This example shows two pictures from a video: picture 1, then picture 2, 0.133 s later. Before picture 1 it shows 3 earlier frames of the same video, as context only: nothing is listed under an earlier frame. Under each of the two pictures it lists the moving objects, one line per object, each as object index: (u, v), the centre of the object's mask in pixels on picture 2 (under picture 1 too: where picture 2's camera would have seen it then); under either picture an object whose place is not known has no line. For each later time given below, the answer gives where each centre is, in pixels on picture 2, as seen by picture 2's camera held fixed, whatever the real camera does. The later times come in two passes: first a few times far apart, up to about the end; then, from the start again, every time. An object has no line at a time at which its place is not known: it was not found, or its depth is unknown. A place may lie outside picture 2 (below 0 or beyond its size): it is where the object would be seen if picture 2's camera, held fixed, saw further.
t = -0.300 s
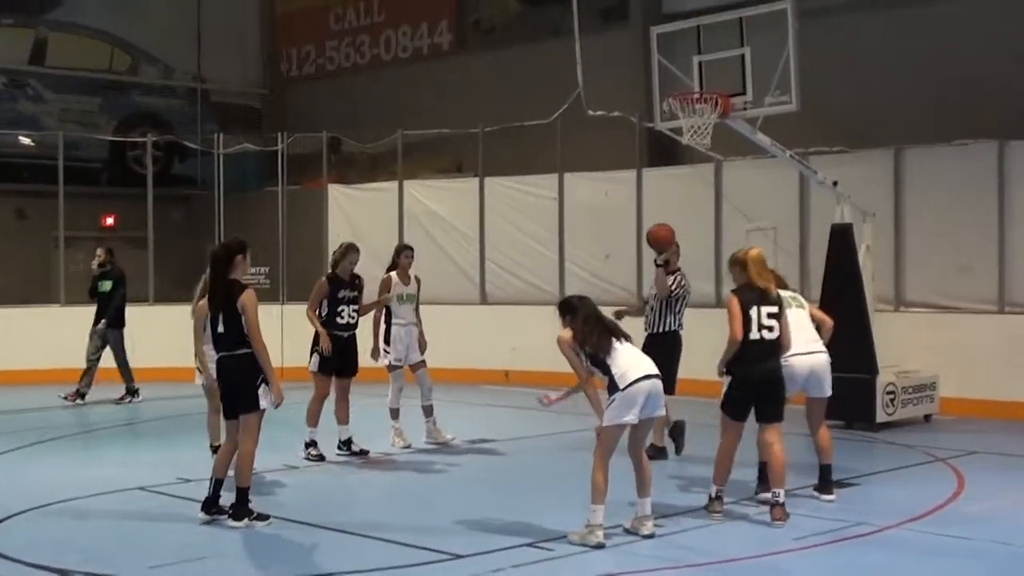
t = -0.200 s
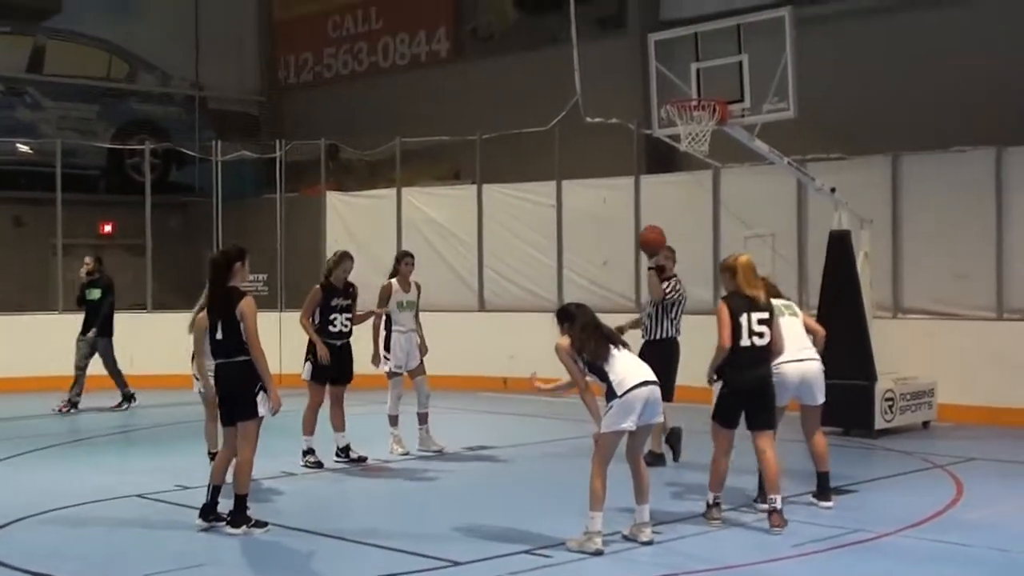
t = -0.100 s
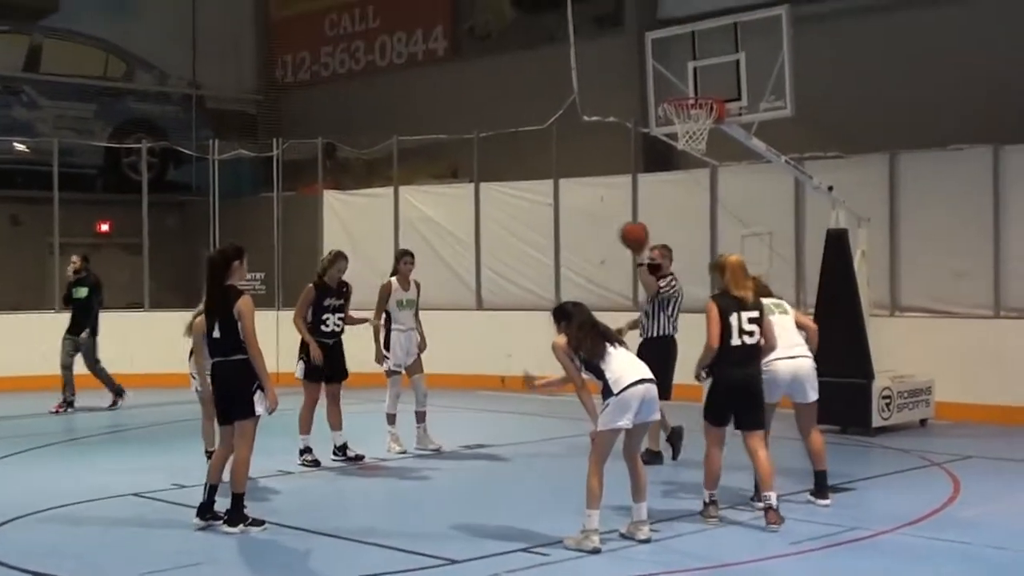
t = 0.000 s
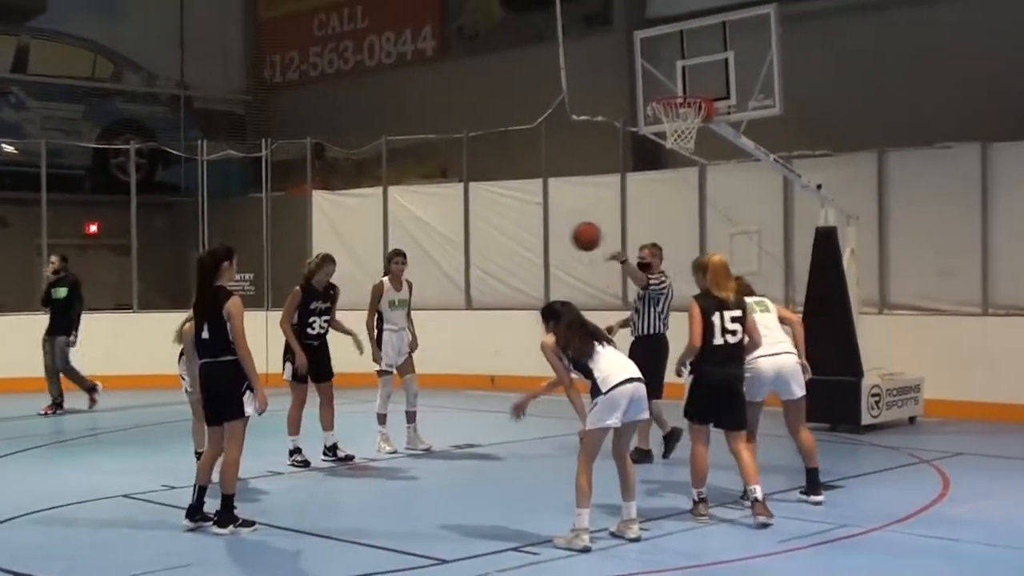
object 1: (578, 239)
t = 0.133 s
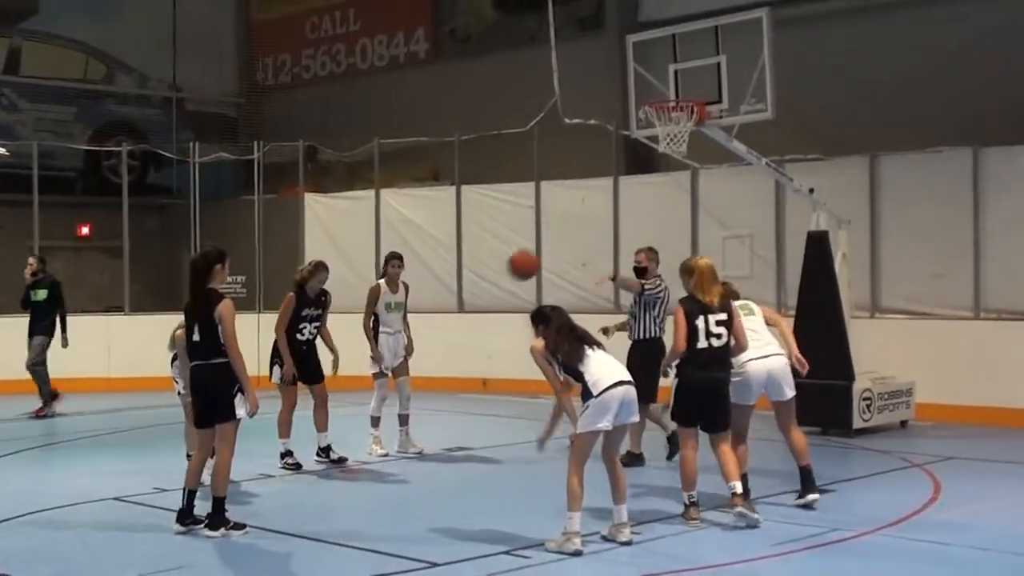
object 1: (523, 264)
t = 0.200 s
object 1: (494, 287)
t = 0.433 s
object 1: (387, 420)
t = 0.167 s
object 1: (508, 275)
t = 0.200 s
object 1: (494, 287)
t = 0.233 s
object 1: (479, 301)
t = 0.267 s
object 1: (465, 316)
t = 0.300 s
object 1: (450, 333)
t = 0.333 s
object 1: (435, 352)
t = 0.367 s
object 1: (419, 374)
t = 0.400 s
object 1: (404, 397)
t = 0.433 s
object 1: (387, 420)
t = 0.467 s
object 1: (372, 446)
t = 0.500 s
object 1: (356, 477)
